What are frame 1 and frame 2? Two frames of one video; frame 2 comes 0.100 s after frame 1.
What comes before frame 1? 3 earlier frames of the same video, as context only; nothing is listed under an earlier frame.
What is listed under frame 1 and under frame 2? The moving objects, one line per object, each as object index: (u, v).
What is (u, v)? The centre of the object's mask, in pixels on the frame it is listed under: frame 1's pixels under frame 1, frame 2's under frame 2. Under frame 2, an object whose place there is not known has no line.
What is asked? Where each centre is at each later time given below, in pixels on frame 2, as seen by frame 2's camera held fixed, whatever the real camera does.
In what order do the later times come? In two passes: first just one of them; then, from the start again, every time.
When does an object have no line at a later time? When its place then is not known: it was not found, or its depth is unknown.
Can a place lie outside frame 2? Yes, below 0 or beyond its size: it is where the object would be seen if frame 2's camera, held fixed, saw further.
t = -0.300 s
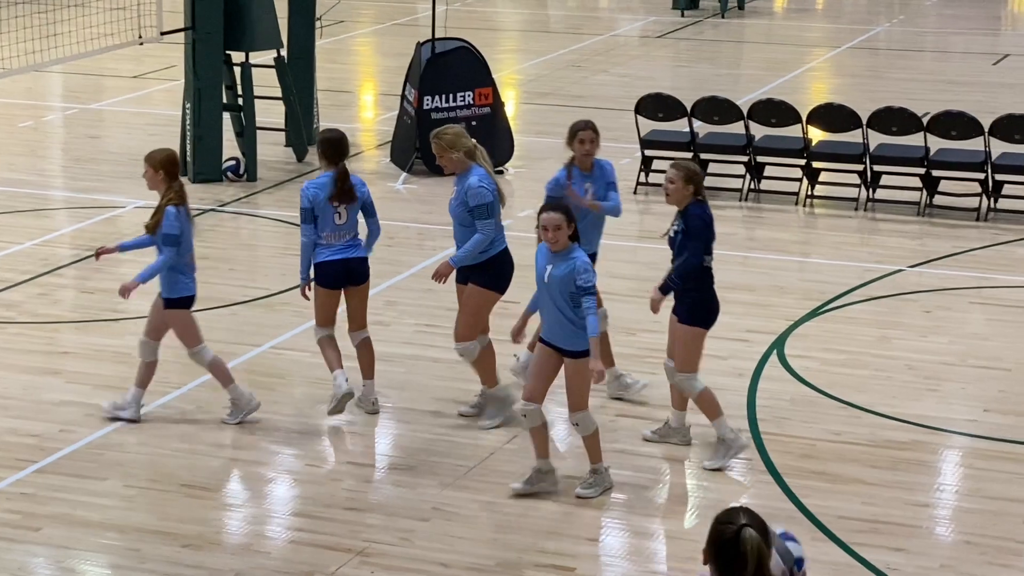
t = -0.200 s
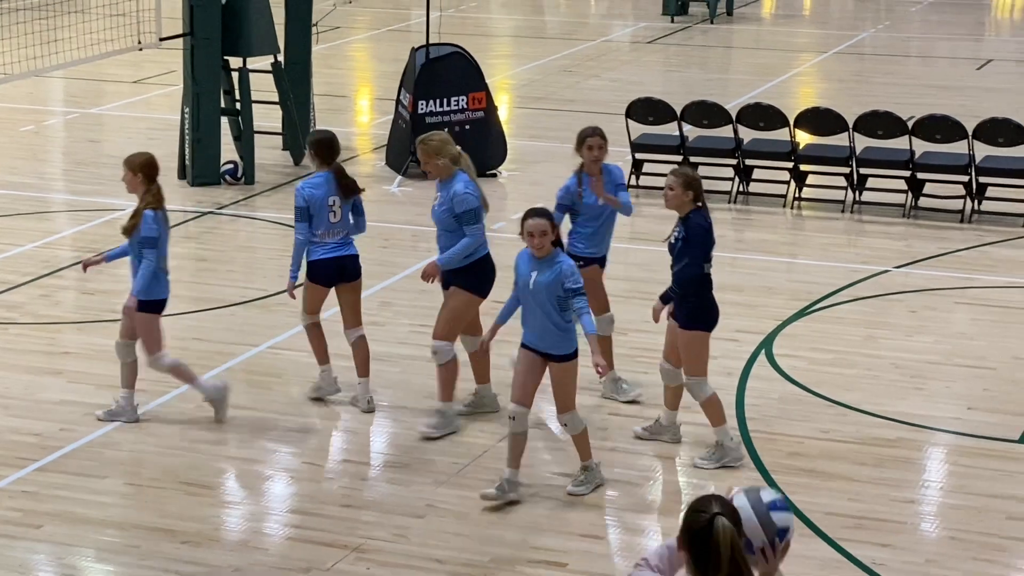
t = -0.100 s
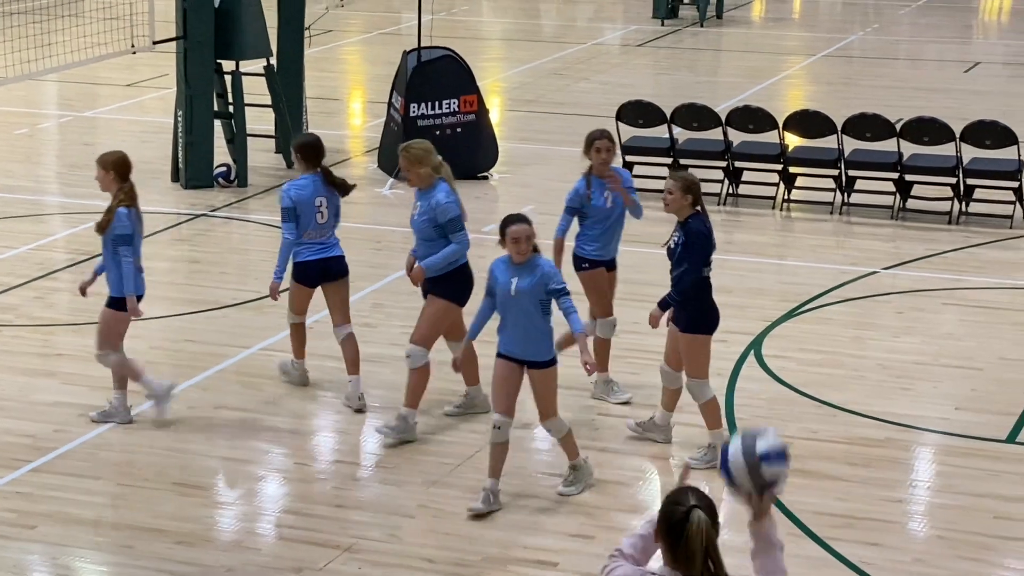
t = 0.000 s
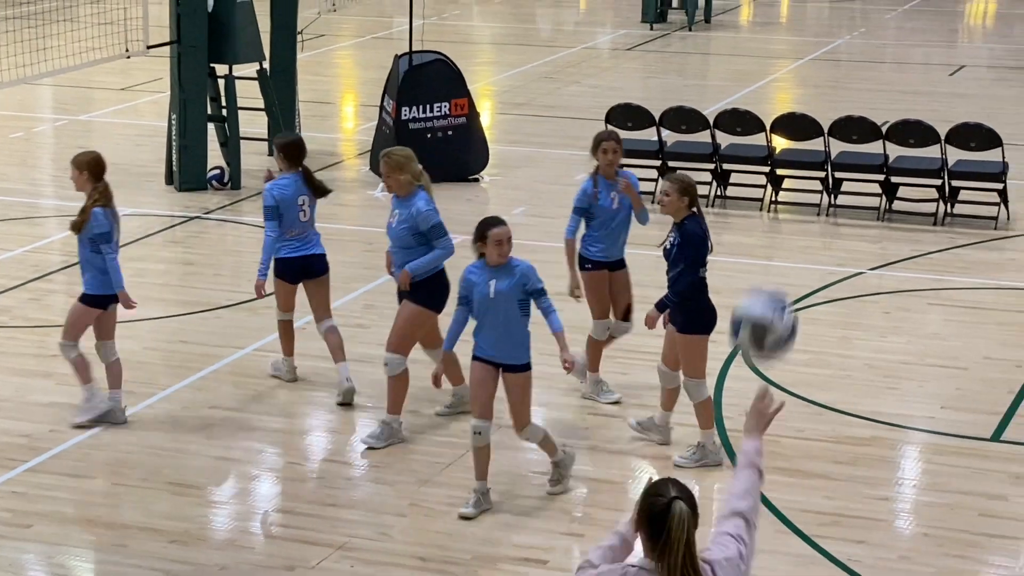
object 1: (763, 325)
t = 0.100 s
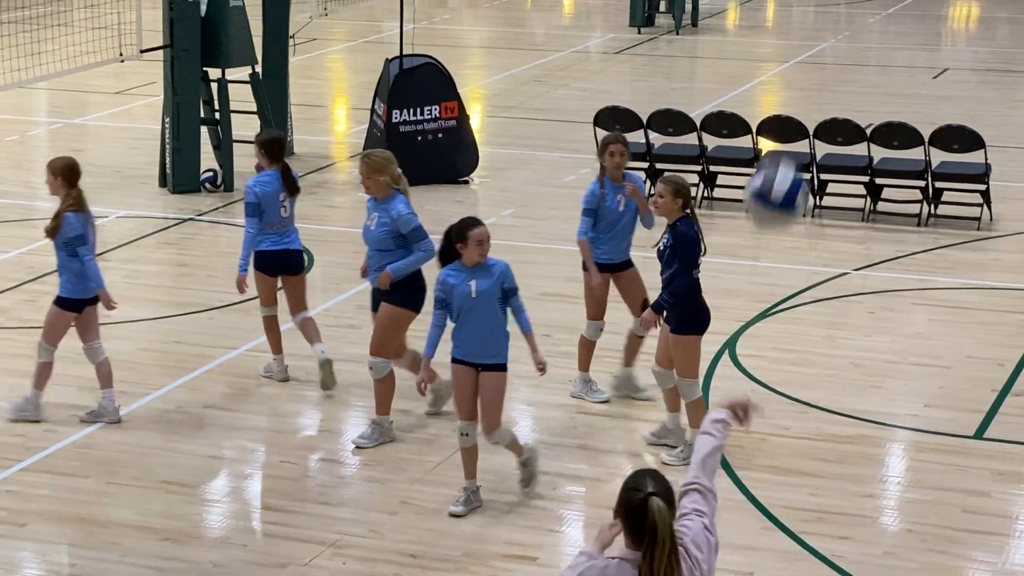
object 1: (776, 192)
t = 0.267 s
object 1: (812, 60)
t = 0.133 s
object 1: (785, 154)
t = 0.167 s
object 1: (792, 129)
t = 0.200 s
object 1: (799, 103)
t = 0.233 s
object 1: (806, 78)
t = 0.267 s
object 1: (812, 60)
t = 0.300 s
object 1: (819, 43)
